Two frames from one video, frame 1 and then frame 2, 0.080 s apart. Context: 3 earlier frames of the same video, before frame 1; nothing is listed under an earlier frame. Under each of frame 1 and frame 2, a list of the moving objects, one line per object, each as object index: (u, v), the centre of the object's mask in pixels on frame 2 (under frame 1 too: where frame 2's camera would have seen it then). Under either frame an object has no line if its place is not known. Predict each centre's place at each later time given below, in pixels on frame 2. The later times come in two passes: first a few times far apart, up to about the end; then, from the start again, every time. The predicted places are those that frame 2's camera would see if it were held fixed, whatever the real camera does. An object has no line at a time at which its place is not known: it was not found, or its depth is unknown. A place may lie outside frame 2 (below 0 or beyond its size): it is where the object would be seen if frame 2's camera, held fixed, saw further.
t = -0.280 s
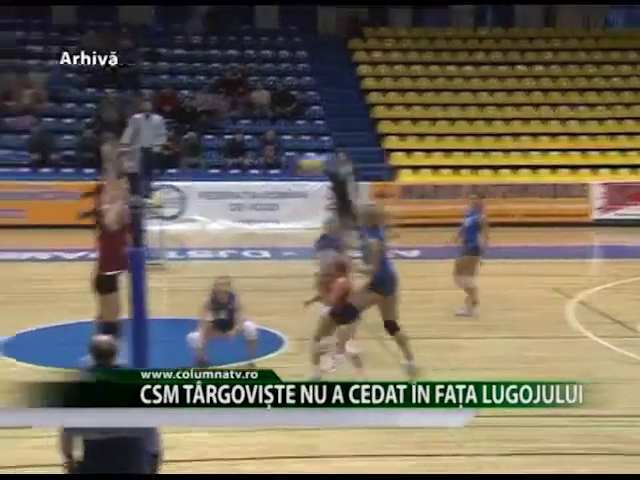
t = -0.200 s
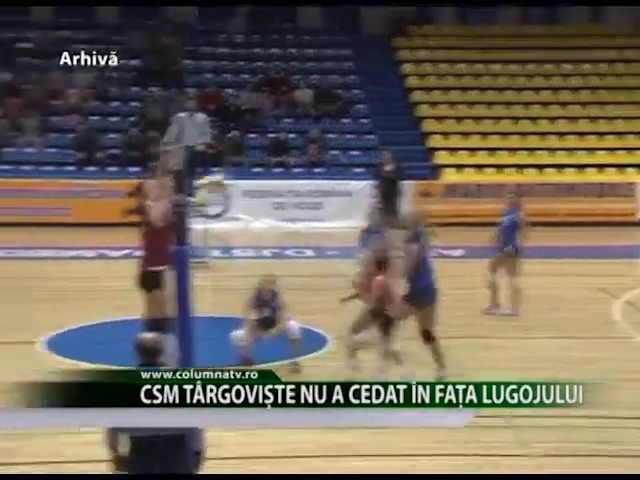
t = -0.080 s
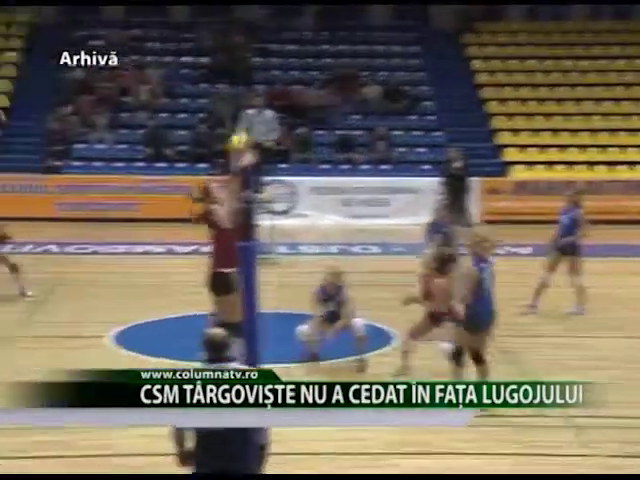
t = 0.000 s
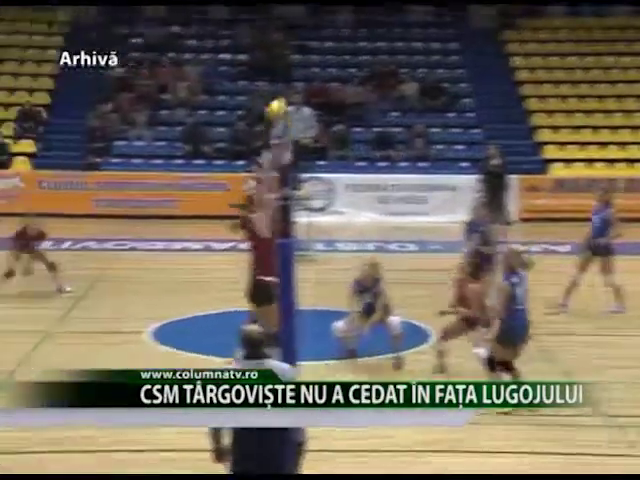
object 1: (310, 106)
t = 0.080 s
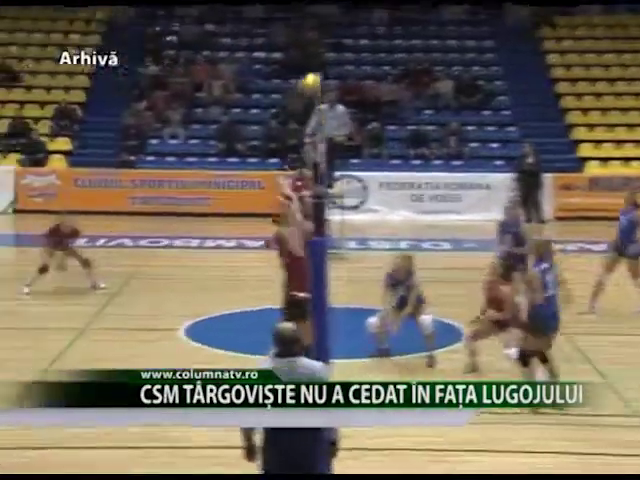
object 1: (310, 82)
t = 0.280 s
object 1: (310, 52)
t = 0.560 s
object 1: (310, 71)
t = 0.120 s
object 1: (311, 74)
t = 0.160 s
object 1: (311, 66)
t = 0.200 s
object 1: (310, 60)
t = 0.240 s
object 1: (311, 55)
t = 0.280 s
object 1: (310, 52)
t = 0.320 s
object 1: (311, 49)
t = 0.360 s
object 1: (310, 50)
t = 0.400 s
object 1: (311, 51)
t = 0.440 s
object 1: (311, 53)
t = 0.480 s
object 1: (311, 58)
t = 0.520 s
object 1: (310, 63)
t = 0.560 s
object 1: (310, 71)
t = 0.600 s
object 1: (309, 80)
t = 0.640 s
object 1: (309, 89)
